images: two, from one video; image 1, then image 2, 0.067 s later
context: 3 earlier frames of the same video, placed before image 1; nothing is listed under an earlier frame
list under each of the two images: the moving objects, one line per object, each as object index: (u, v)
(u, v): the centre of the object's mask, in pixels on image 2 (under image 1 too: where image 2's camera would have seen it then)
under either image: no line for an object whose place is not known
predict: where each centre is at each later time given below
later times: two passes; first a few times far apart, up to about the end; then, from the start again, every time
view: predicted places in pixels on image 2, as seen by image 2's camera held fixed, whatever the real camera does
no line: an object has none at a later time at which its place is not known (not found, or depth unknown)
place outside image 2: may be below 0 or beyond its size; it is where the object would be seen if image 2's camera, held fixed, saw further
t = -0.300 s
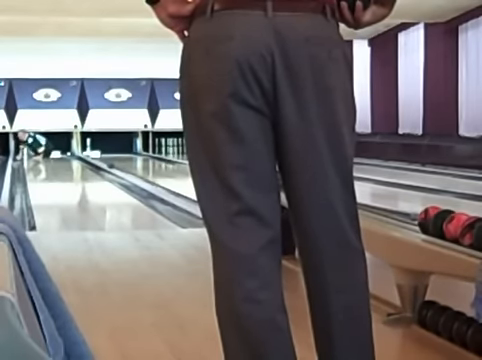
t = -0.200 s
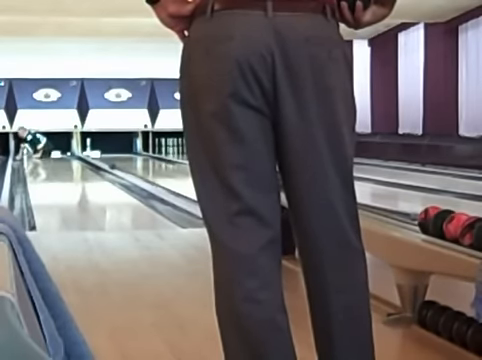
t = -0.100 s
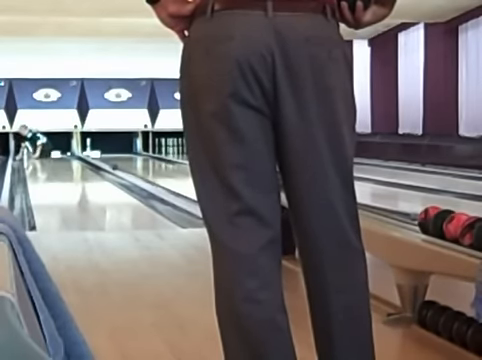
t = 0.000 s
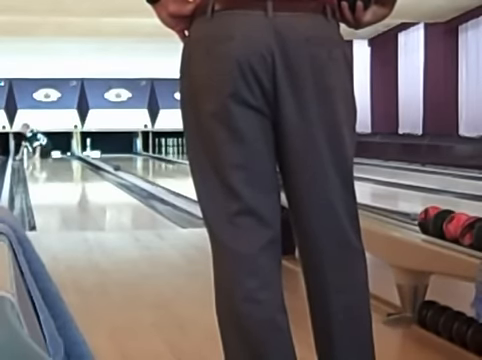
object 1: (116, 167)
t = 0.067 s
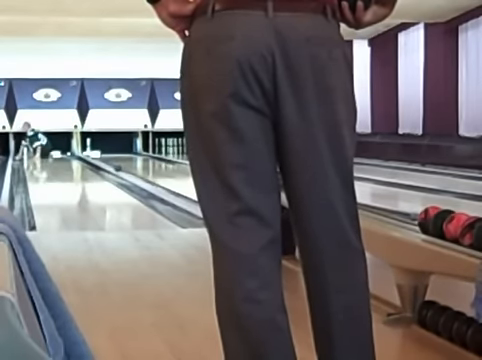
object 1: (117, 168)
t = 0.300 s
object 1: (122, 170)
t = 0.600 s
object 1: (129, 174)
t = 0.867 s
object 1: (136, 177)
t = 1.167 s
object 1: (145, 181)
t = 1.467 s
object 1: (156, 185)
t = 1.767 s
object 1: (168, 190)
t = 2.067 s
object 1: (182, 196)
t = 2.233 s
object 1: (192, 200)
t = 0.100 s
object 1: (118, 169)
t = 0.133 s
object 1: (118, 169)
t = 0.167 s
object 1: (119, 169)
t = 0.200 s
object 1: (119, 169)
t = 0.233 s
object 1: (120, 169)
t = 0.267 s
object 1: (121, 170)
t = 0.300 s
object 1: (122, 170)
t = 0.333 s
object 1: (123, 171)
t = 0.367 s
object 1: (123, 171)
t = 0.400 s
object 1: (124, 171)
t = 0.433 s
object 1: (125, 172)
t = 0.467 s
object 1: (125, 172)
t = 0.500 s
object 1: (127, 173)
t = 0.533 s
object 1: (128, 173)
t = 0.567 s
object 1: (128, 173)
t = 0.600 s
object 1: (129, 174)
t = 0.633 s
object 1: (130, 174)
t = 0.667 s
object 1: (131, 174)
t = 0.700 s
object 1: (132, 175)
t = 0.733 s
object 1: (133, 175)
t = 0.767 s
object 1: (133, 175)
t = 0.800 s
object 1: (134, 176)
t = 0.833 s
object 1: (135, 176)
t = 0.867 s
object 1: (136, 177)
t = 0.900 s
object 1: (137, 177)
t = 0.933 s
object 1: (138, 177)
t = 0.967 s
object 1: (139, 178)
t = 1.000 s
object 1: (140, 178)
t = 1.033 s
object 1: (141, 178)
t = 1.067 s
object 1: (142, 179)
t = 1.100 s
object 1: (143, 180)
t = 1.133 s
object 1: (144, 180)
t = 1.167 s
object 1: (145, 181)
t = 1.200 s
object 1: (146, 181)
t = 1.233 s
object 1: (147, 181)
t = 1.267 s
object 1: (149, 181)
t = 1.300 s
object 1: (150, 182)
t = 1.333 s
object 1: (150, 182)
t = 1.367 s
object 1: (152, 183)
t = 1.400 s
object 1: (153, 184)
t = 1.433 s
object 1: (154, 184)
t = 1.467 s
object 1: (156, 185)
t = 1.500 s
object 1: (157, 185)
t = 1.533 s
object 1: (158, 186)
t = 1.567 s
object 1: (159, 186)
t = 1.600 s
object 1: (160, 187)
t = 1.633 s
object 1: (162, 188)
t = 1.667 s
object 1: (163, 188)
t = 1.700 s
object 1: (165, 189)
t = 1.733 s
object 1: (166, 190)
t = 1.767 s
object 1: (168, 190)
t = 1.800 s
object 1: (169, 191)
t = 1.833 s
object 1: (170, 191)
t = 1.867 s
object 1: (172, 192)
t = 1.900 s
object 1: (174, 193)
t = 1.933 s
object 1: (175, 194)
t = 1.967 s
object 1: (177, 194)
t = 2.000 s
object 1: (179, 195)
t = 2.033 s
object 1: (180, 195)
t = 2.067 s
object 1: (182, 196)
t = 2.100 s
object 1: (184, 197)
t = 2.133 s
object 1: (186, 198)
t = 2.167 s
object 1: (188, 199)
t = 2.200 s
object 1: (190, 200)
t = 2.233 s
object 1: (192, 200)
